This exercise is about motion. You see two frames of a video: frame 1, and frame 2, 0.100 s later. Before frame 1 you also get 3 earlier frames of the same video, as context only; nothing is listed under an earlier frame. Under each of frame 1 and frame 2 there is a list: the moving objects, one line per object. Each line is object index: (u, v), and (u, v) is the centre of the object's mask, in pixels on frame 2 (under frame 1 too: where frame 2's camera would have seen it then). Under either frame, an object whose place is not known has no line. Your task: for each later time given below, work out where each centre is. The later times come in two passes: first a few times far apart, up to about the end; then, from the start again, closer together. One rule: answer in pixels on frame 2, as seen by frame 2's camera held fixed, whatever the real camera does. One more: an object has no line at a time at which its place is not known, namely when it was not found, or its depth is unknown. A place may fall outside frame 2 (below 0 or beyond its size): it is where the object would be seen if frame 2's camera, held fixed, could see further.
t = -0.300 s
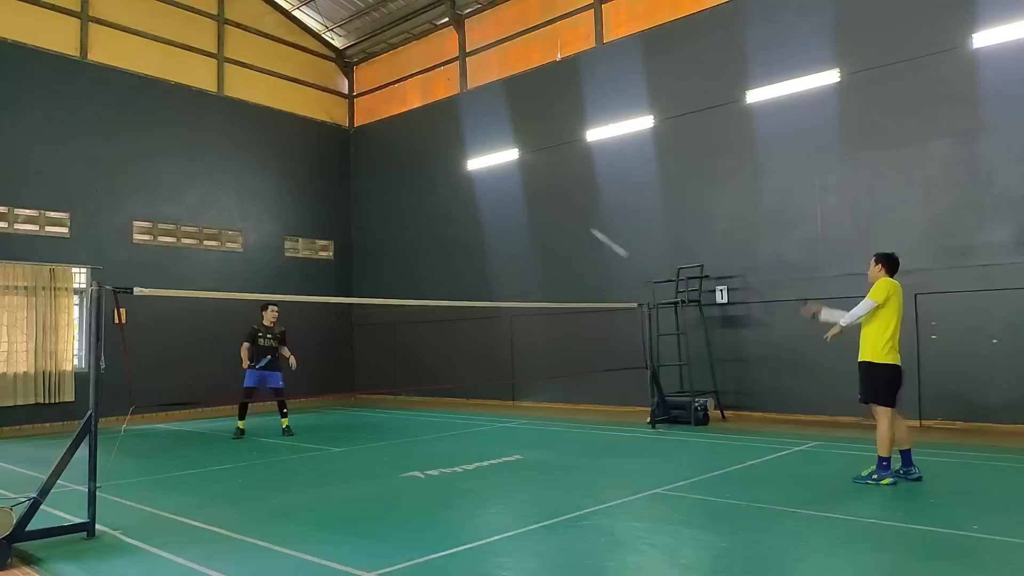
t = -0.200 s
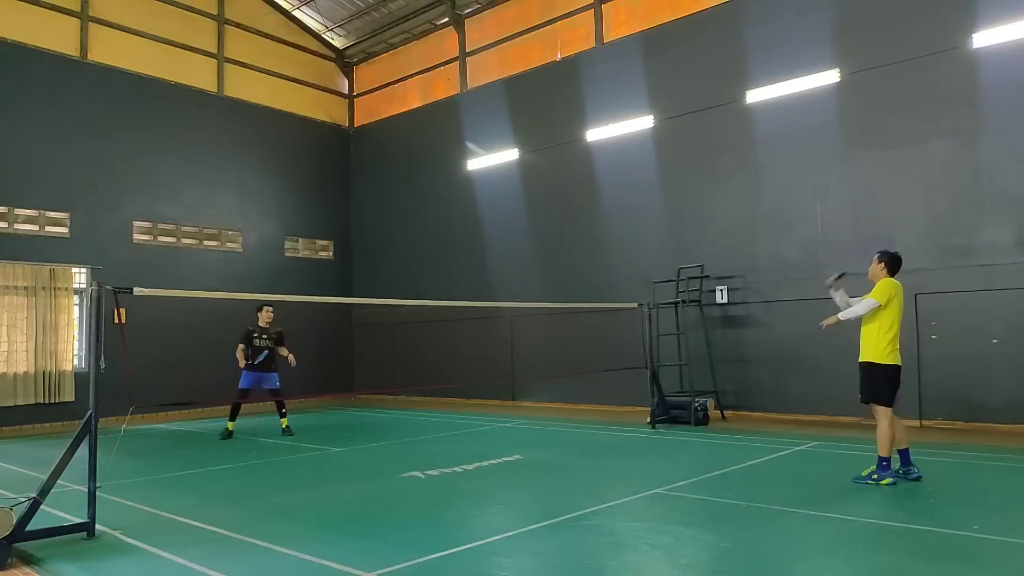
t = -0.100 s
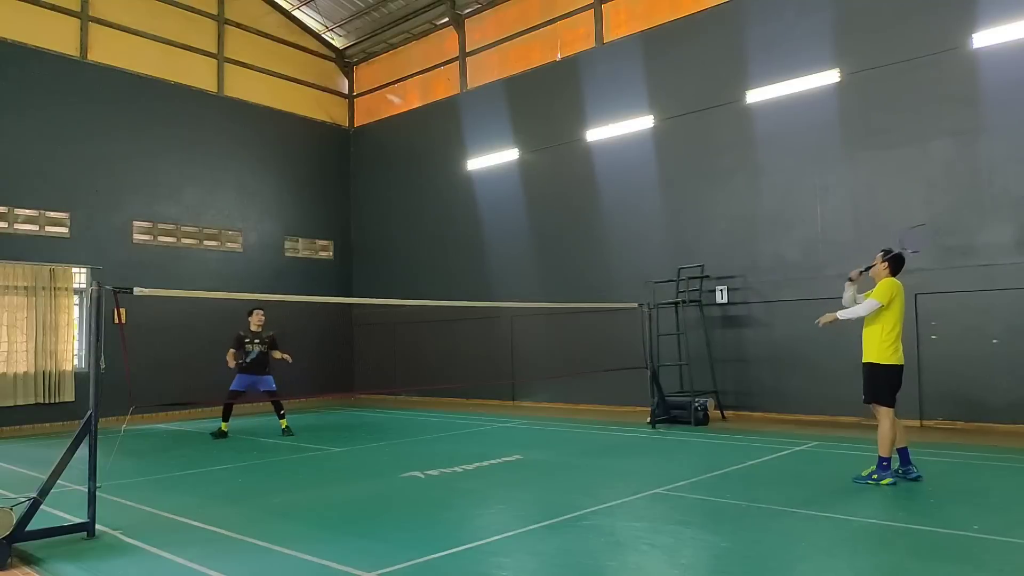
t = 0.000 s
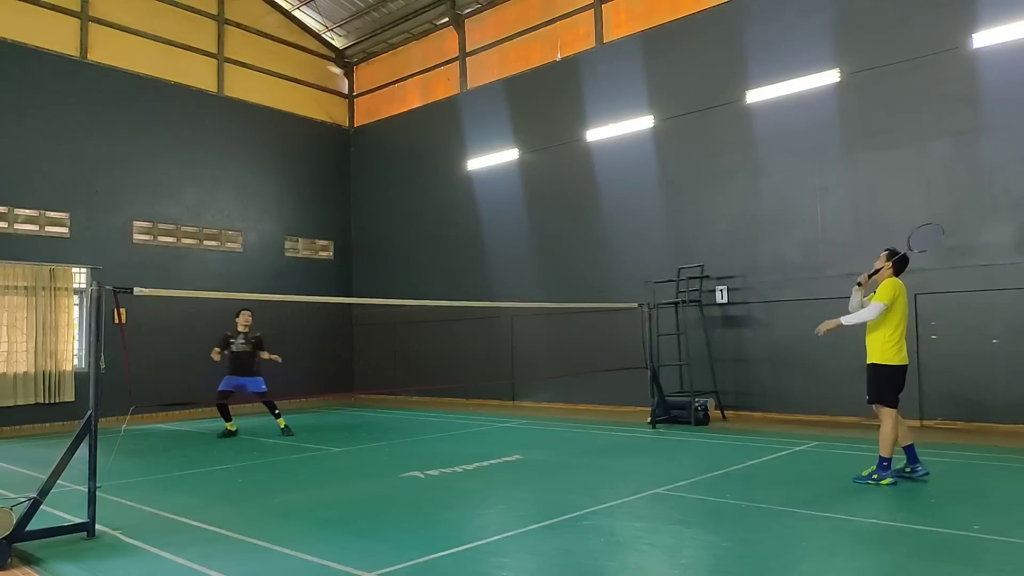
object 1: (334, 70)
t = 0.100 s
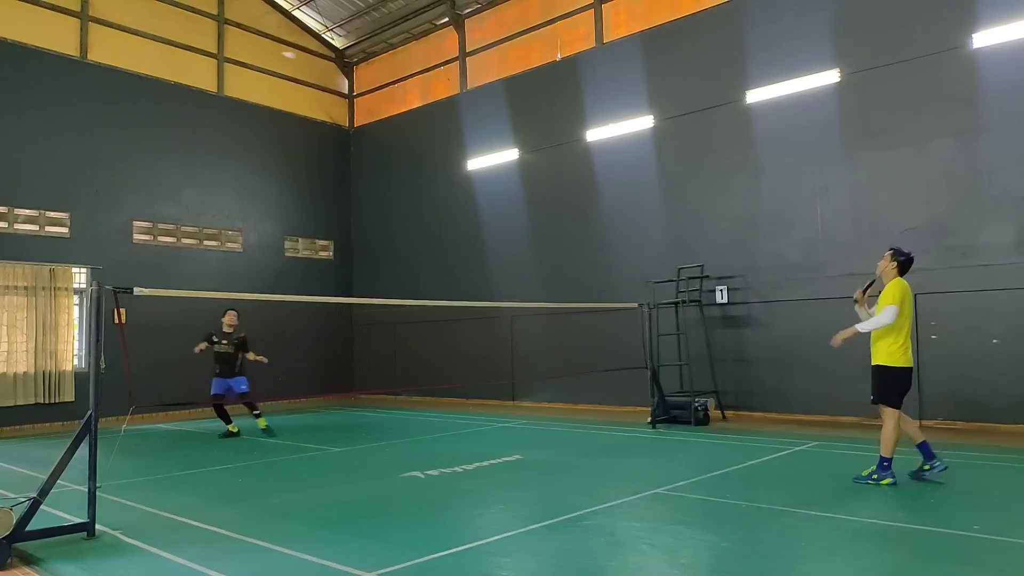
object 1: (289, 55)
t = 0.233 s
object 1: (239, 50)
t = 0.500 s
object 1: (167, 84)
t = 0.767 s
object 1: (121, 159)
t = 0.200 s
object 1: (250, 50)
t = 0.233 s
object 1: (239, 50)
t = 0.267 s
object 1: (229, 52)
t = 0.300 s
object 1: (218, 54)
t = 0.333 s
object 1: (210, 57)
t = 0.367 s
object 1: (200, 60)
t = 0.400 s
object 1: (191, 65)
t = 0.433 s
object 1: (183, 70)
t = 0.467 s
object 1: (175, 76)
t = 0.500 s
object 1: (167, 84)
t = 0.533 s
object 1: (160, 90)
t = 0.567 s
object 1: (154, 98)
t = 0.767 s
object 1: (121, 159)
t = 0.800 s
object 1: (116, 171)
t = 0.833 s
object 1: (112, 183)
